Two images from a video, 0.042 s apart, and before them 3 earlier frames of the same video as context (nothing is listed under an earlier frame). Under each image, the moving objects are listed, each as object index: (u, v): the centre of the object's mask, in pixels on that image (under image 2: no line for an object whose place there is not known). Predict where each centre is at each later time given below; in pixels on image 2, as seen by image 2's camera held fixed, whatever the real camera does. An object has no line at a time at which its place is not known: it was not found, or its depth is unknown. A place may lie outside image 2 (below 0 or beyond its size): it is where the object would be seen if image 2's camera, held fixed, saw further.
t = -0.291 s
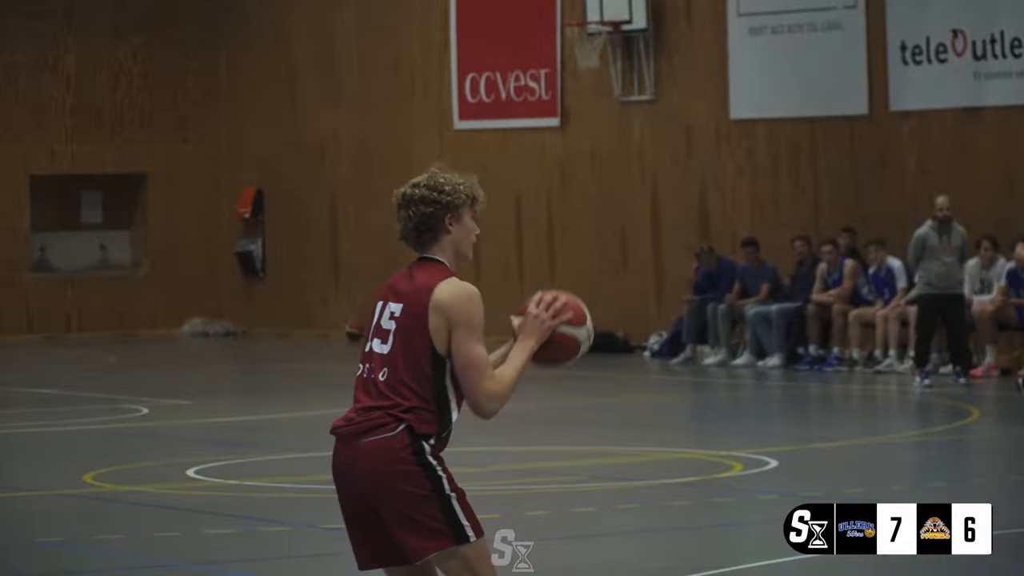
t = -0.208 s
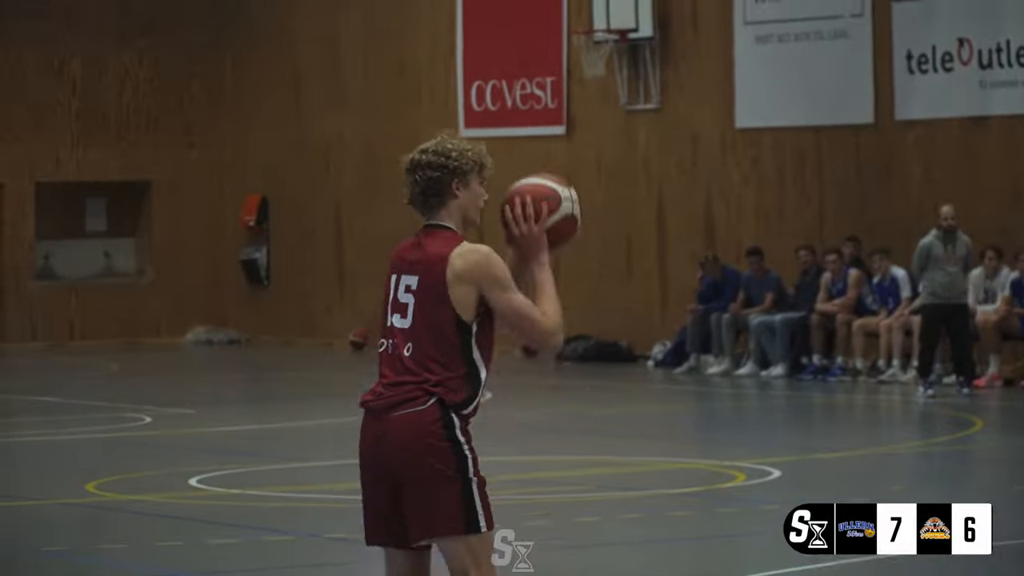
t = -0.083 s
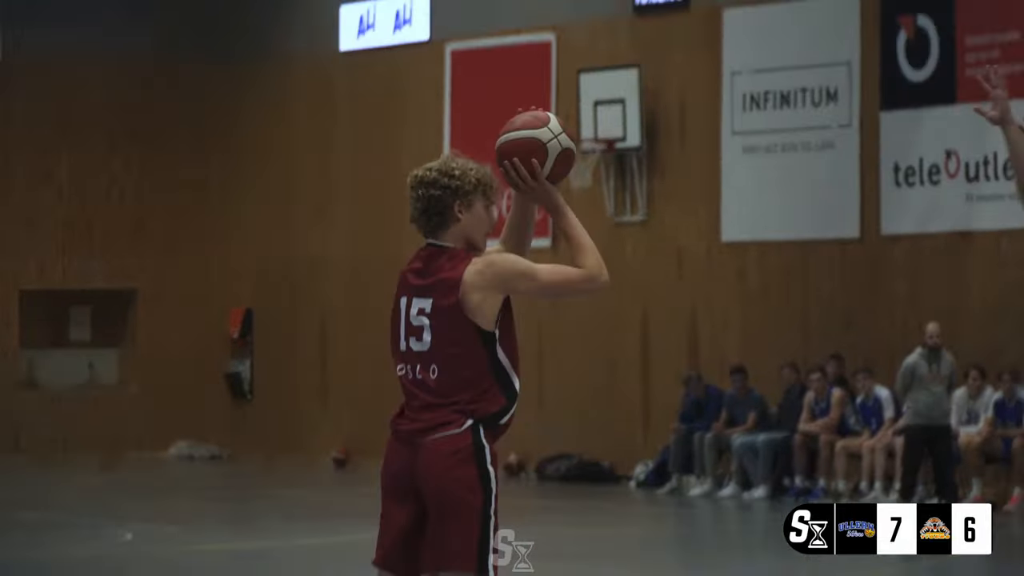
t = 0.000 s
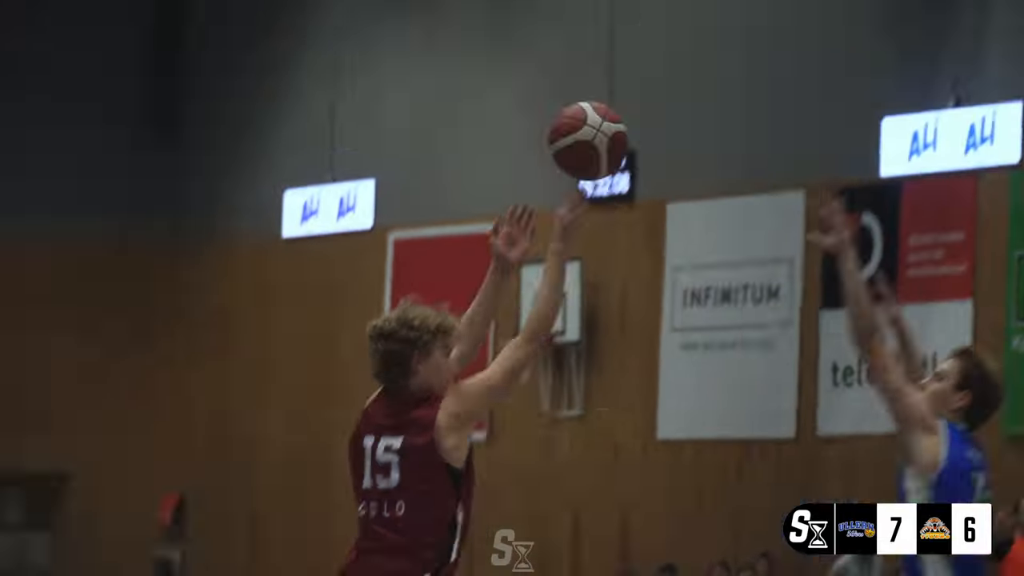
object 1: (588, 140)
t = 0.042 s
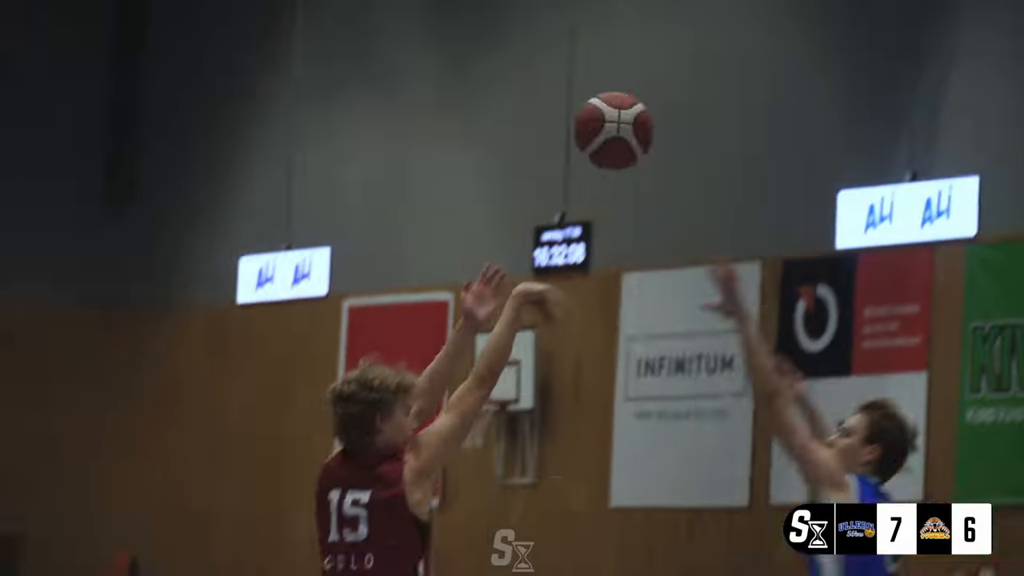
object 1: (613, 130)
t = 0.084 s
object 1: (679, 57)
